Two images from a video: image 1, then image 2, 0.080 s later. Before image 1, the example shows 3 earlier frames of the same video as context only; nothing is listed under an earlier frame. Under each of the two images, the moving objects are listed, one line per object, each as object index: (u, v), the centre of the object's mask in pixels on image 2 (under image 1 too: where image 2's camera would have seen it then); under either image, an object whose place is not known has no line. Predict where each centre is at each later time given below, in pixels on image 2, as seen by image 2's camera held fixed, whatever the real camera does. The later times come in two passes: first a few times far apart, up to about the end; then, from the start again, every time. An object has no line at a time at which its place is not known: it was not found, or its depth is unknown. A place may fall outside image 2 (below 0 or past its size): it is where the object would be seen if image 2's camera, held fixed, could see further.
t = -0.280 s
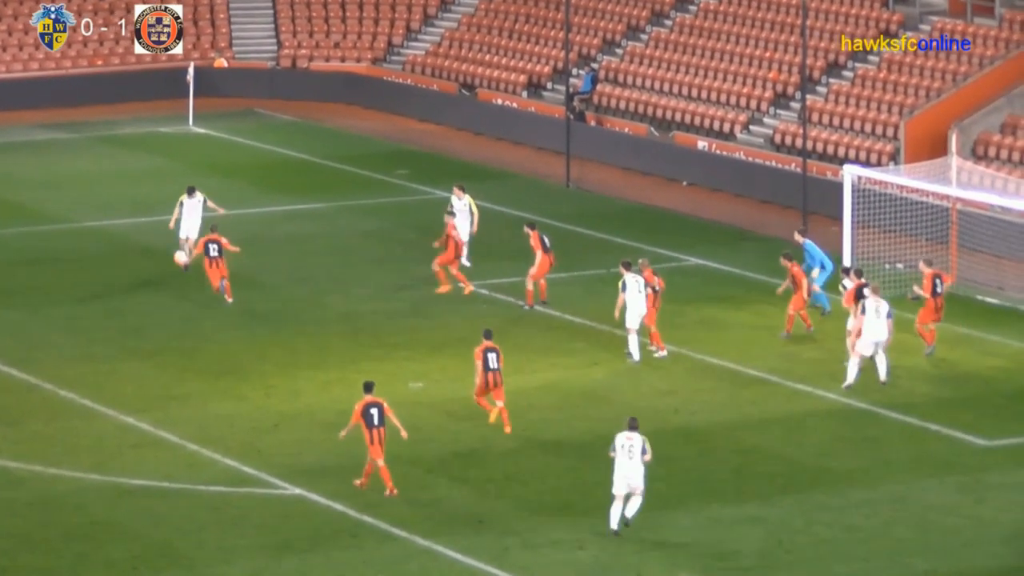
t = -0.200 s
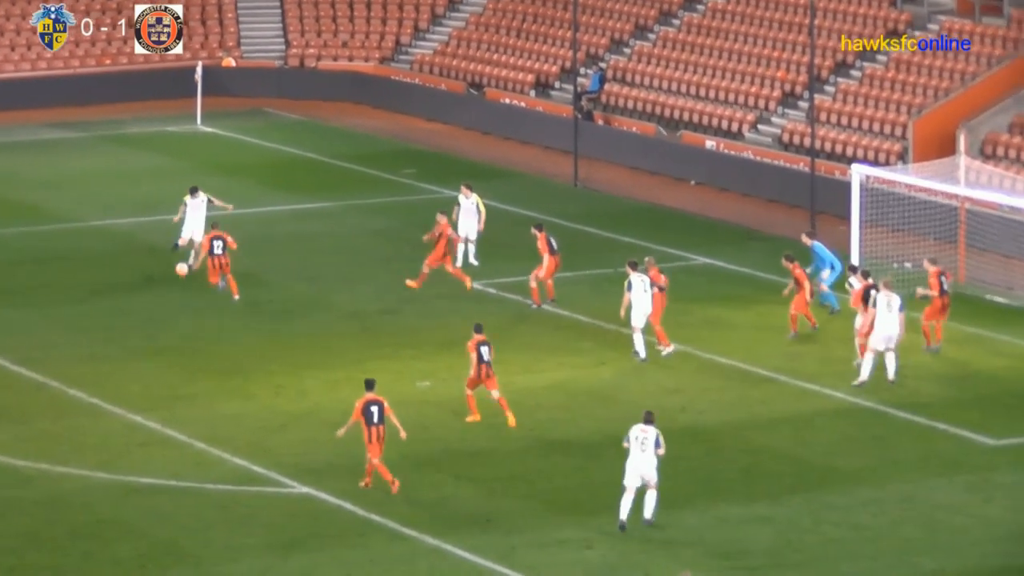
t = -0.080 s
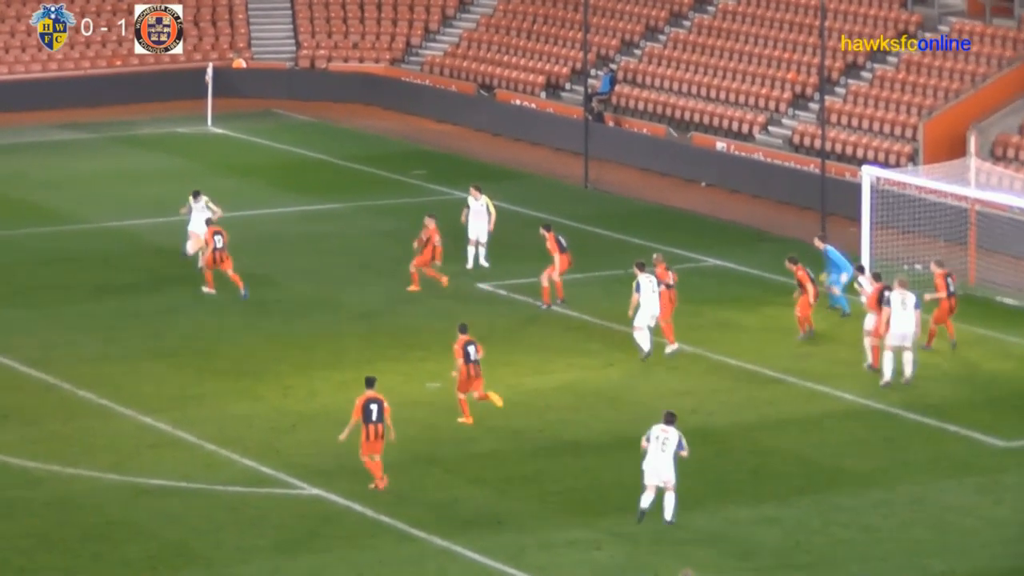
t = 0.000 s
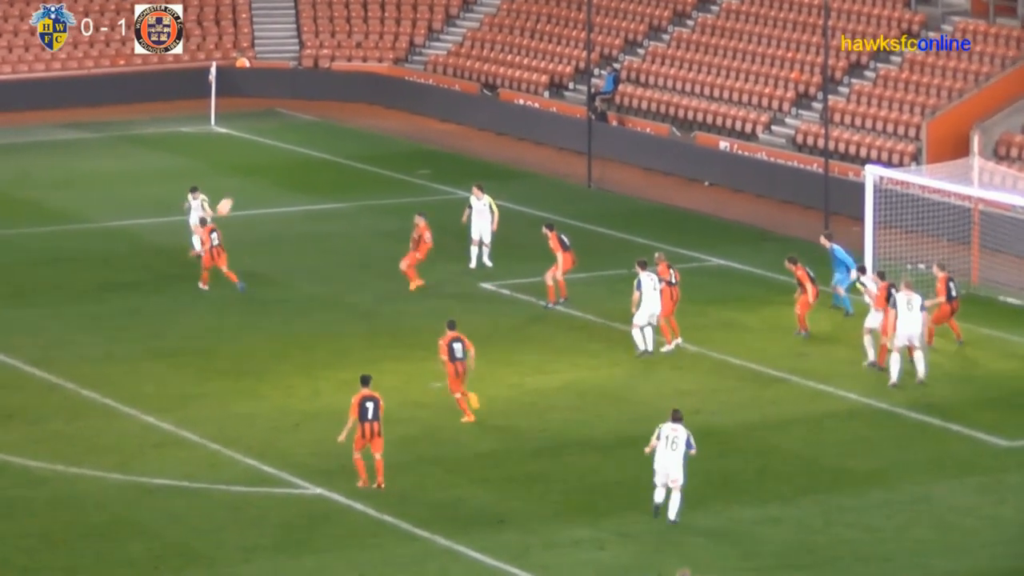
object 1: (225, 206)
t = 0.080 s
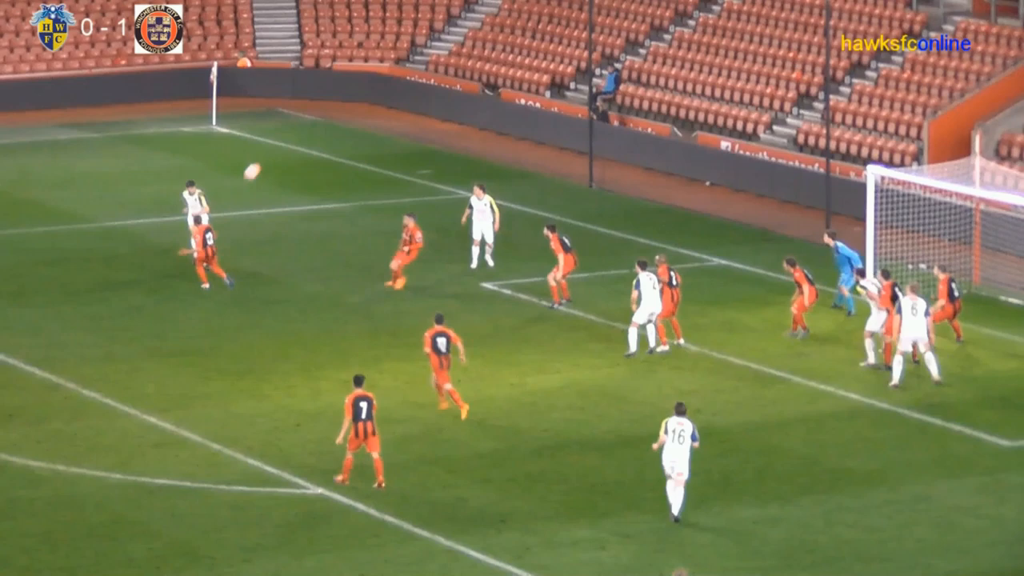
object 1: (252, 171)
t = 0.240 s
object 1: (307, 111)
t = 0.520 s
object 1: (408, 34)
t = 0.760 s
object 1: (500, -1)
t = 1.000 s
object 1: (596, -6)
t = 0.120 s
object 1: (265, 155)
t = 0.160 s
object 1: (280, 139)
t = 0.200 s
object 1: (293, 125)
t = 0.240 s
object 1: (307, 111)
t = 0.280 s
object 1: (321, 98)
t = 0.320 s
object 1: (335, 85)
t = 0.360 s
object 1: (349, 73)
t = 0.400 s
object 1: (364, 62)
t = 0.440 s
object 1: (379, 52)
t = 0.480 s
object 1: (394, 42)
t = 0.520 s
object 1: (408, 34)
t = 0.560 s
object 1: (424, 26)
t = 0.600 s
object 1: (439, 19)
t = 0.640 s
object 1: (454, 12)
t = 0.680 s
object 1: (469, 7)
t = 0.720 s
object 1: (485, 3)
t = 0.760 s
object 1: (500, -1)
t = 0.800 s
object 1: (517, -4)
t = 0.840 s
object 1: (532, -6)
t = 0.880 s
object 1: (548, -8)
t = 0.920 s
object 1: (564, -8)
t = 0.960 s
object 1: (580, -8)
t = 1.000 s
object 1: (596, -6)
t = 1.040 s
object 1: (612, -4)
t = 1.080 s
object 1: (628, -1)
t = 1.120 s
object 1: (644, 3)
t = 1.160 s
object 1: (660, 8)
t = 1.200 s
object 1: (677, 13)
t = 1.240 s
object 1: (693, 20)
